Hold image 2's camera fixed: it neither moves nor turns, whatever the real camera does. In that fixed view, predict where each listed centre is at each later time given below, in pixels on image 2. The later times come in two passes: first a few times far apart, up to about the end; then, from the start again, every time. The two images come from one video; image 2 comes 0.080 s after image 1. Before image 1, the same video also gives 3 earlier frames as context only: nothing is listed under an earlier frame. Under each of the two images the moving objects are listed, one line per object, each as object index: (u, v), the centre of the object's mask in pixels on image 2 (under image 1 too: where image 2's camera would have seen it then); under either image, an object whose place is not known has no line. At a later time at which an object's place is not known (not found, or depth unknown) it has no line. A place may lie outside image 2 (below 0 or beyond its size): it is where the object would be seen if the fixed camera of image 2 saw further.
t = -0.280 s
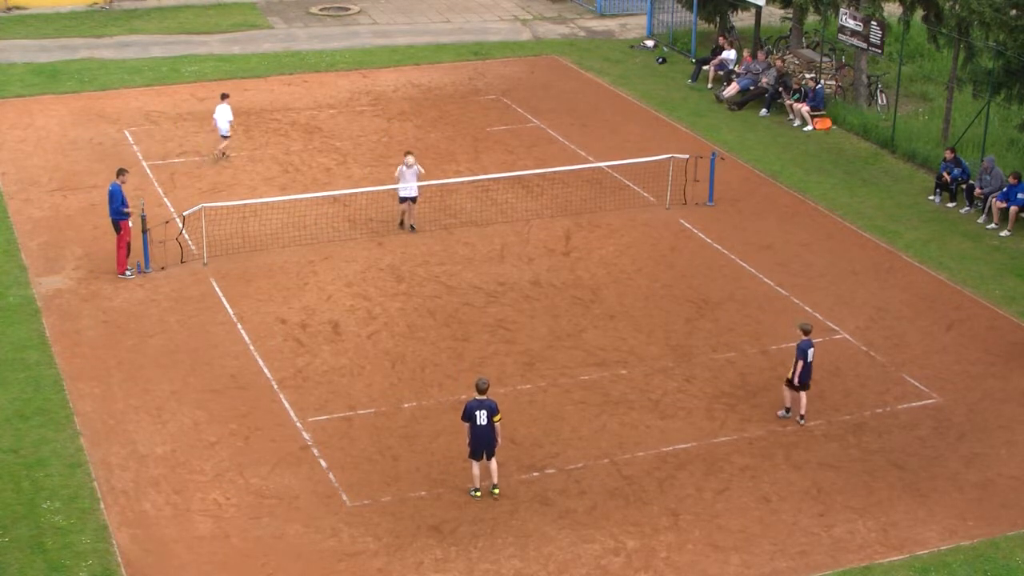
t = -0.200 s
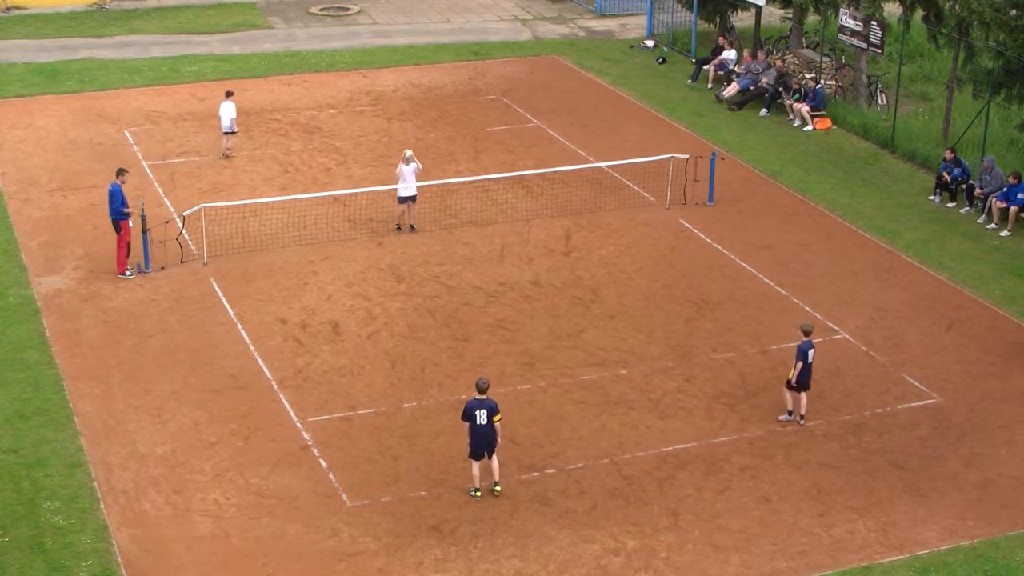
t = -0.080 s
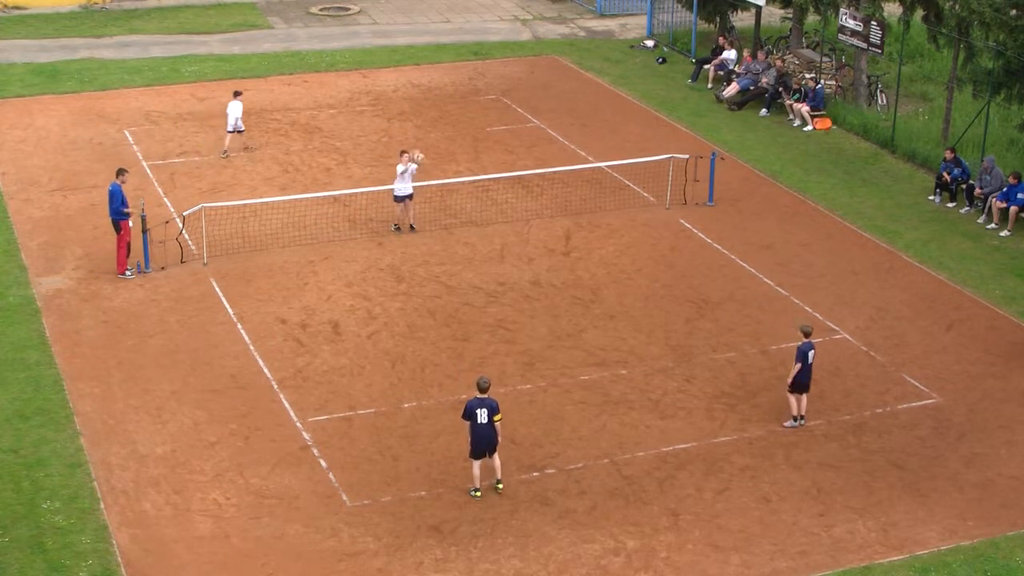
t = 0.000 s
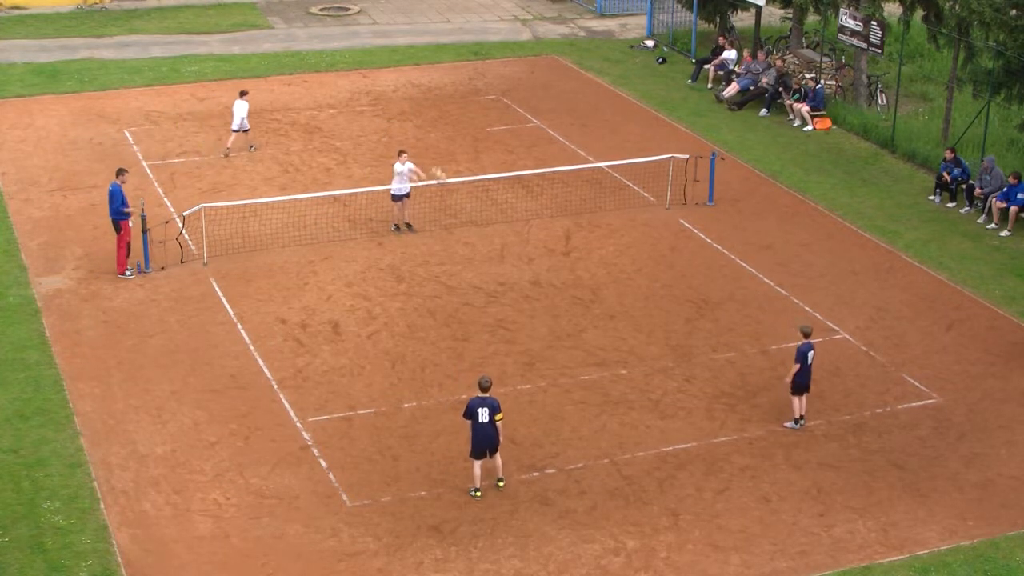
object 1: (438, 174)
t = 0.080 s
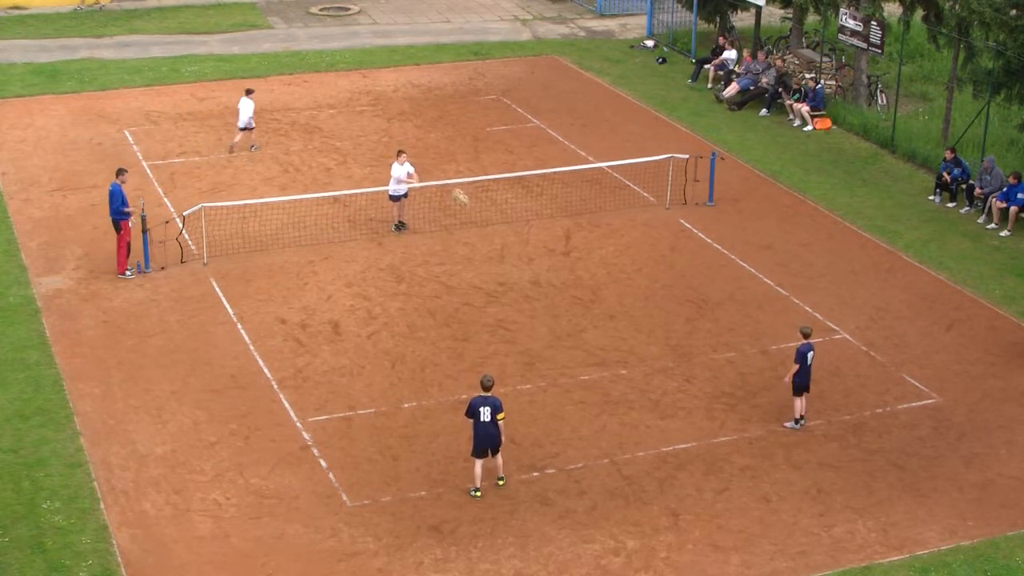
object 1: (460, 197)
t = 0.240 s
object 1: (504, 252)
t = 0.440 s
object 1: (543, 260)
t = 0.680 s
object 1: (578, 248)
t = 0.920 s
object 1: (614, 268)
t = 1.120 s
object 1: (642, 310)
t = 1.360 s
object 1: (679, 320)
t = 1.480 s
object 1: (698, 318)
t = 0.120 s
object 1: (471, 208)
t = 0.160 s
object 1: (481, 221)
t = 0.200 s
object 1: (493, 235)
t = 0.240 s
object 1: (504, 252)
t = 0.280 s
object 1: (515, 267)
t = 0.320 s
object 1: (525, 278)
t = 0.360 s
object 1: (531, 271)
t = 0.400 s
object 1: (537, 265)
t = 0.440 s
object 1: (543, 260)
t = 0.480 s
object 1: (549, 256)
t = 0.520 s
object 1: (554, 253)
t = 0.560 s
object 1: (561, 250)
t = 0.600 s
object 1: (566, 248)
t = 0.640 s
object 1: (572, 248)
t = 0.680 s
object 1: (578, 248)
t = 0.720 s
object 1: (584, 249)
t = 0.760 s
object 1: (590, 250)
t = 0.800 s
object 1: (595, 253)
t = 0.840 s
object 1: (601, 257)
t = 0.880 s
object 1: (608, 262)
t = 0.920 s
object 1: (614, 268)
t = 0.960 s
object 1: (620, 274)
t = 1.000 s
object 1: (625, 281)
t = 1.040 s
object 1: (631, 290)
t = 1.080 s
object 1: (636, 299)
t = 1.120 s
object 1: (642, 310)
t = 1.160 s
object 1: (647, 322)
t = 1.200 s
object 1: (653, 334)
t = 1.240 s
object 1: (660, 330)
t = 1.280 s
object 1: (666, 325)
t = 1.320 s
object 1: (673, 322)
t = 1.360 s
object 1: (679, 320)
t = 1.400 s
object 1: (685, 319)
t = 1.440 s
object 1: (691, 318)
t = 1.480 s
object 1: (698, 318)
